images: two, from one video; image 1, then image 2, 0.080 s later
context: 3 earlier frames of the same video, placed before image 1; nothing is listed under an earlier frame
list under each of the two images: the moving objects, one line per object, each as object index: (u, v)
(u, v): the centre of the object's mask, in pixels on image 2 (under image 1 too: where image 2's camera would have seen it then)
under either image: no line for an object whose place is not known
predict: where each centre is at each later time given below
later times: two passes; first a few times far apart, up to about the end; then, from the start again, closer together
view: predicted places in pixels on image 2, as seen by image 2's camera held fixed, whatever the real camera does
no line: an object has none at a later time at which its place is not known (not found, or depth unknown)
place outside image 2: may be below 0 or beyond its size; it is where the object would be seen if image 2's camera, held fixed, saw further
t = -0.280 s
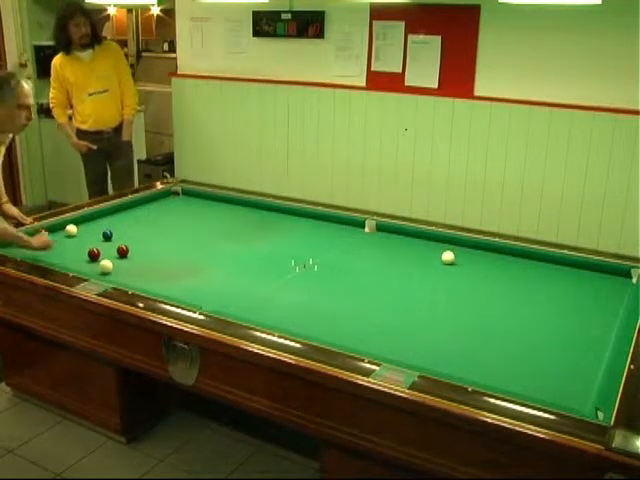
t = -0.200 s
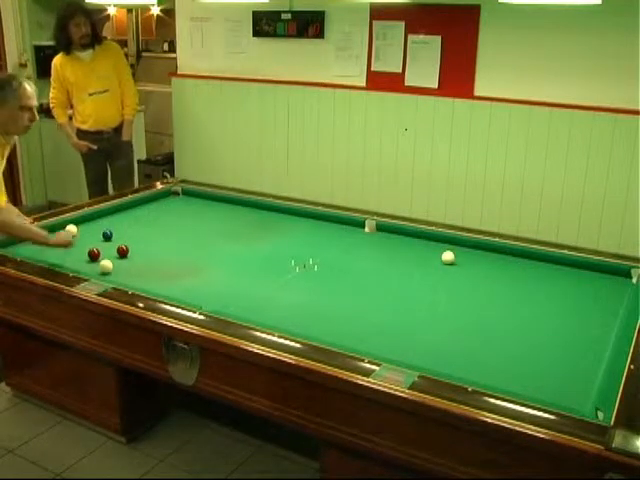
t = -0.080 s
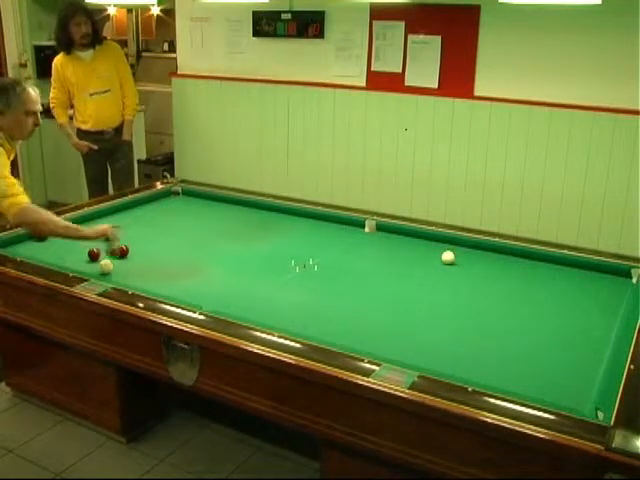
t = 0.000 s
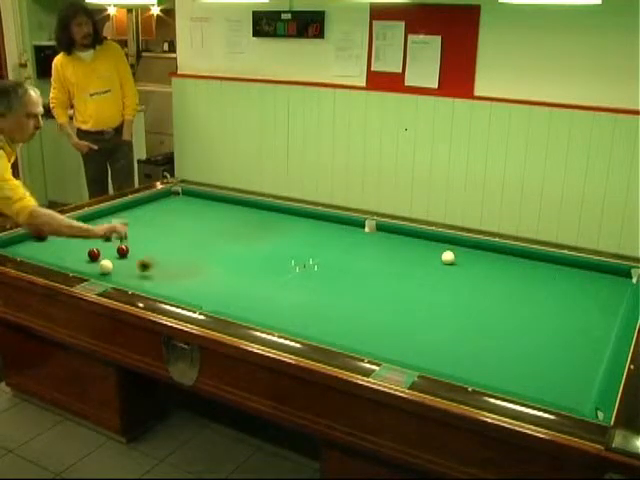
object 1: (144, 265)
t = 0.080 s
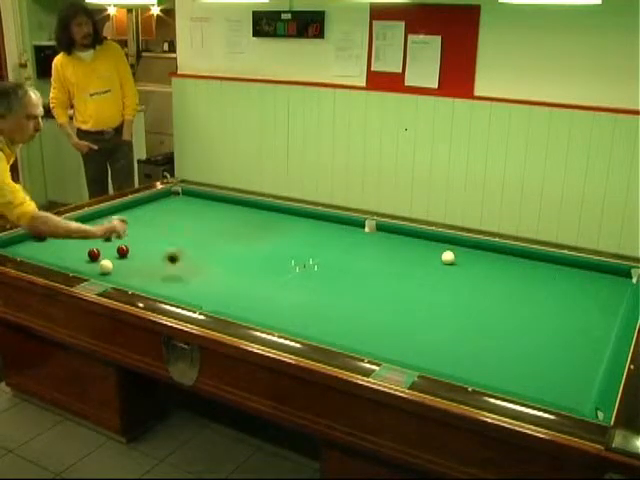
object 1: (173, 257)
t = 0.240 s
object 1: (230, 270)
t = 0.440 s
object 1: (293, 273)
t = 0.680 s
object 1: (365, 281)
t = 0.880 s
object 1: (424, 283)
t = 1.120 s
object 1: (495, 286)
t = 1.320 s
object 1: (553, 289)
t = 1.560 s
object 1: (622, 292)
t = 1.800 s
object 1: (587, 278)
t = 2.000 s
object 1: (560, 268)
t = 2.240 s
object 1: (529, 257)
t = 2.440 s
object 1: (504, 255)
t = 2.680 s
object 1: (476, 253)
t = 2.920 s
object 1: (447, 247)
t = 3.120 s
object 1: (425, 248)
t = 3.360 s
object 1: (399, 247)
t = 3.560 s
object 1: (377, 245)
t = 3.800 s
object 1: (352, 243)
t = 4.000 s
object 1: (332, 241)
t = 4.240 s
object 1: (309, 239)
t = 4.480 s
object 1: (286, 238)
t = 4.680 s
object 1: (268, 236)
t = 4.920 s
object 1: (247, 235)
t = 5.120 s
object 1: (230, 233)
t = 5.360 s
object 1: (211, 232)
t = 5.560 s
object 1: (195, 230)
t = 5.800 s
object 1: (178, 229)
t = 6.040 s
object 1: (160, 228)
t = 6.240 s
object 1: (147, 227)
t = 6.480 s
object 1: (131, 225)
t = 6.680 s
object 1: (119, 224)
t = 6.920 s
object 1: (104, 222)
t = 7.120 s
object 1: (93, 222)
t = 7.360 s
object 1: (82, 221)
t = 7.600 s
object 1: (84, 223)
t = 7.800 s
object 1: (86, 224)
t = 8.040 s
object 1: (89, 227)
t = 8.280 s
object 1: (91, 229)
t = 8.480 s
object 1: (92, 229)
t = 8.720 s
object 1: (95, 232)
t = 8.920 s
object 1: (95, 232)
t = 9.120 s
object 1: (97, 234)
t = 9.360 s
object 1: (97, 234)
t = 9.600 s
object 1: (96, 235)
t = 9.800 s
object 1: (96, 236)
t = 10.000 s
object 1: (96, 236)
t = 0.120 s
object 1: (186, 259)
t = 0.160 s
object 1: (201, 263)
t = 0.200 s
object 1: (216, 272)
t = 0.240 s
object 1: (230, 270)
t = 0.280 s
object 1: (243, 267)
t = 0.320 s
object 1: (256, 269)
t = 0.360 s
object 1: (268, 275)
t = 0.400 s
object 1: (281, 273)
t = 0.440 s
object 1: (293, 273)
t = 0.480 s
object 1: (305, 277)
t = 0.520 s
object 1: (317, 277)
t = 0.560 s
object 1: (329, 278)
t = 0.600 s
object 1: (341, 279)
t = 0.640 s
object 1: (353, 280)
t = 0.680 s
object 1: (365, 281)
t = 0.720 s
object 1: (376, 282)
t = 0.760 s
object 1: (389, 282)
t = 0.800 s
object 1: (401, 282)
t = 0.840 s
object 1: (412, 282)
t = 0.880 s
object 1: (424, 283)
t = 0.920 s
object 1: (436, 283)
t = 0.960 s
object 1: (448, 284)
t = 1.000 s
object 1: (460, 285)
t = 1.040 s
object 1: (471, 286)
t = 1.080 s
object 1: (483, 286)
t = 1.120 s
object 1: (495, 286)
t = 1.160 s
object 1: (507, 287)
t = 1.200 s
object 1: (518, 287)
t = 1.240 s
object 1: (530, 288)
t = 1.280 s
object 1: (542, 289)
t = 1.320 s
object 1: (553, 289)
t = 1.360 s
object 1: (565, 290)
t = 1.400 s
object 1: (577, 291)
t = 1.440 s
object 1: (588, 291)
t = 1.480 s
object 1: (599, 292)
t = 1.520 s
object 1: (611, 293)
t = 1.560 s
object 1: (622, 292)
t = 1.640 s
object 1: (613, 288)
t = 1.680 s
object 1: (606, 286)
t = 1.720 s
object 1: (599, 283)
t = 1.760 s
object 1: (593, 280)
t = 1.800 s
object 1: (587, 278)
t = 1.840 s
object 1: (582, 277)
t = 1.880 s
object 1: (576, 274)
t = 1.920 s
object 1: (570, 272)
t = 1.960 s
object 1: (565, 270)
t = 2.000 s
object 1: (560, 268)
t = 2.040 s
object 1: (554, 266)
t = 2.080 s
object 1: (549, 265)
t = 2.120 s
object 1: (544, 263)
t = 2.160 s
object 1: (539, 261)
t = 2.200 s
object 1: (534, 259)
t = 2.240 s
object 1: (529, 257)
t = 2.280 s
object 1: (525, 257)
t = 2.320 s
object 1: (519, 256)
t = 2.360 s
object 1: (515, 256)
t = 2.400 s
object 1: (509, 256)
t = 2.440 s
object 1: (504, 255)
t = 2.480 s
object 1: (500, 255)
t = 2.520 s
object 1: (495, 254)
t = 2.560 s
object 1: (490, 253)
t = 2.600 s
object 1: (485, 253)
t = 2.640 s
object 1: (481, 253)
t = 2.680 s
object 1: (476, 253)
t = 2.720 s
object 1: (471, 252)
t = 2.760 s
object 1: (467, 252)
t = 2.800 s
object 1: (462, 252)
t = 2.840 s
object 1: (457, 251)
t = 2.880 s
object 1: (453, 249)
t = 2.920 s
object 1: (447, 247)
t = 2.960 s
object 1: (442, 248)
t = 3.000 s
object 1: (438, 249)
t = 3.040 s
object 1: (433, 249)
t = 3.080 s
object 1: (429, 249)
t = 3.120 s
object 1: (425, 248)
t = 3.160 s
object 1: (421, 248)
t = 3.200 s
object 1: (416, 248)
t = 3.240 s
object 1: (412, 247)
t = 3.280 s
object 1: (407, 247)
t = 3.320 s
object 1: (403, 247)
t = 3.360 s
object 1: (399, 247)
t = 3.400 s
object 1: (394, 246)
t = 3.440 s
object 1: (390, 246)
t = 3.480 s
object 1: (386, 246)
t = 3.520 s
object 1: (381, 245)
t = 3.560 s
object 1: (377, 245)
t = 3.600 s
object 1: (373, 245)
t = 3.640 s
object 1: (369, 244)
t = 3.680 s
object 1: (365, 244)
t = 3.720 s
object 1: (360, 243)
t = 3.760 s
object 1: (357, 243)
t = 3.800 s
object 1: (352, 243)
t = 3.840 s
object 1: (348, 242)
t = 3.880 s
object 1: (344, 242)
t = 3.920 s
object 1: (340, 241)
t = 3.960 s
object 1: (336, 241)
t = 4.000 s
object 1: (332, 241)
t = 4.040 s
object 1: (328, 241)
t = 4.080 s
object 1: (324, 240)
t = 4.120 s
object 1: (320, 240)
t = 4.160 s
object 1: (316, 240)
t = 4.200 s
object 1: (313, 240)
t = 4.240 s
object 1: (309, 239)
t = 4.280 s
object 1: (305, 239)
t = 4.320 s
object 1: (301, 239)
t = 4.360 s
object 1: (297, 239)
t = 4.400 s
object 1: (293, 239)
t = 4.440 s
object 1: (290, 238)
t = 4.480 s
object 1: (286, 238)
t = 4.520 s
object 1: (282, 237)
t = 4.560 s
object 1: (279, 237)
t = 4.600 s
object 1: (276, 237)
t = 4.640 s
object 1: (272, 237)
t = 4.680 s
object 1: (268, 236)
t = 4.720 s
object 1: (264, 236)
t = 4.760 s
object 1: (261, 236)
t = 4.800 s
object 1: (258, 235)
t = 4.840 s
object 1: (254, 235)
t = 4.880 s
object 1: (251, 235)
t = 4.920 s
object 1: (247, 235)
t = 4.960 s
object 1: (244, 234)
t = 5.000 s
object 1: (240, 234)
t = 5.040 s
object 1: (237, 234)
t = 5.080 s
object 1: (233, 233)
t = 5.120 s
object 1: (230, 233)
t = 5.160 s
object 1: (227, 233)
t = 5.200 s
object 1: (224, 233)
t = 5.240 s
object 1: (220, 232)
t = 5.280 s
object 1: (217, 232)
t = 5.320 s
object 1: (214, 232)
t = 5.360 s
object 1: (211, 232)
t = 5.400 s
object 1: (208, 231)
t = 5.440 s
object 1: (205, 231)
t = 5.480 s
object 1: (201, 231)
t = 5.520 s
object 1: (198, 231)
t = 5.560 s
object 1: (195, 230)
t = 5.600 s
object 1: (193, 230)
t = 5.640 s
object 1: (189, 230)
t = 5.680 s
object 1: (186, 230)
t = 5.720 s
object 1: (183, 229)
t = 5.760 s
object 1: (180, 229)
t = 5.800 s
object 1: (178, 229)
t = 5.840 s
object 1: (174, 229)
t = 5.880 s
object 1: (172, 229)
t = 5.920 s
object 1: (169, 228)
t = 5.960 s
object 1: (166, 228)
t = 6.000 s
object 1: (163, 228)
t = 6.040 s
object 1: (160, 228)
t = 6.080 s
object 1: (158, 228)
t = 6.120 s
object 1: (155, 228)
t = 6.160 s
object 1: (152, 228)
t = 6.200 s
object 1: (150, 227)
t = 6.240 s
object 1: (147, 227)
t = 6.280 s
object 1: (144, 226)
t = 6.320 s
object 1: (142, 226)
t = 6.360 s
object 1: (139, 225)
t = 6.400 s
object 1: (136, 226)
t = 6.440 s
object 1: (133, 225)
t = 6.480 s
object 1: (131, 225)
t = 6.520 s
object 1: (129, 225)
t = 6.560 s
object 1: (126, 225)
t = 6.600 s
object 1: (124, 224)
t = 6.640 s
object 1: (122, 224)
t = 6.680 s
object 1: (119, 224)
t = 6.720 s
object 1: (116, 224)
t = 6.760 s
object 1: (113, 223)
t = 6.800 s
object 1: (110, 223)
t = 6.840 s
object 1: (108, 223)
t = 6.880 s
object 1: (106, 223)
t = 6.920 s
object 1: (104, 222)
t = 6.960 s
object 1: (101, 222)
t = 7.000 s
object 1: (100, 222)
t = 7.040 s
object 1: (98, 222)
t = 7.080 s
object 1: (95, 222)
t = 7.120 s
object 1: (93, 222)
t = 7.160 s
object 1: (90, 221)
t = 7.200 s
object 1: (88, 221)
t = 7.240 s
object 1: (85, 221)
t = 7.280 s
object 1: (83, 221)
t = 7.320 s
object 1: (82, 221)
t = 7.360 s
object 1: (82, 221)
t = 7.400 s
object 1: (82, 221)
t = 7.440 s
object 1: (82, 221)
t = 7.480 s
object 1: (82, 222)
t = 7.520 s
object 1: (82, 222)
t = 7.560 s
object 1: (84, 223)
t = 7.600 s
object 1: (84, 223)
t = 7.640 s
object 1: (84, 223)
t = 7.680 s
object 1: (85, 224)
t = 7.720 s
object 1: (85, 224)
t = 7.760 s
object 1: (86, 224)
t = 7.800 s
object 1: (86, 224)
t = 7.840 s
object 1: (86, 225)
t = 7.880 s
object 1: (87, 225)
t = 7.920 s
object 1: (87, 226)
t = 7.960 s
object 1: (88, 226)
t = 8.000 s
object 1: (88, 227)
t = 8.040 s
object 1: (89, 227)
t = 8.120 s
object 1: (89, 227)
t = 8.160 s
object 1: (89, 228)
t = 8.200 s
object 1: (90, 228)
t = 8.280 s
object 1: (91, 229)
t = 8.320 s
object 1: (91, 229)
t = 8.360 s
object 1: (92, 229)
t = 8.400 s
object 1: (92, 229)
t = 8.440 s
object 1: (92, 229)
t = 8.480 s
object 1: (92, 229)
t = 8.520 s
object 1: (93, 230)
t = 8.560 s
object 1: (94, 231)
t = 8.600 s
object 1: (94, 231)
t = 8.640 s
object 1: (94, 231)
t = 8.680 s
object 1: (95, 232)
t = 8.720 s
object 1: (95, 232)
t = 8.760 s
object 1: (95, 232)
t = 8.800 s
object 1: (95, 232)
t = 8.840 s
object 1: (95, 232)
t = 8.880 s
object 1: (95, 232)
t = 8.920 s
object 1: (95, 232)
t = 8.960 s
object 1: (96, 233)
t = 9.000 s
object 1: (97, 233)
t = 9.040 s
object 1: (97, 233)
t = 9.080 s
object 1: (97, 233)
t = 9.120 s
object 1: (97, 234)
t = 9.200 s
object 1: (97, 234)
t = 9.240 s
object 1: (97, 234)
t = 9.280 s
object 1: (97, 234)
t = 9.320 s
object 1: (97, 235)
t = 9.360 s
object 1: (97, 234)
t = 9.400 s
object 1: (97, 234)
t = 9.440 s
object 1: (96, 235)
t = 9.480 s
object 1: (96, 235)
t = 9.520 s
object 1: (96, 235)
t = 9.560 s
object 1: (96, 235)
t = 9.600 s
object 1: (96, 235)
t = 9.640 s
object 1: (96, 235)
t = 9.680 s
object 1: (96, 235)
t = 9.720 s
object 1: (96, 235)
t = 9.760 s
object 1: (96, 235)
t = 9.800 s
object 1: (96, 236)
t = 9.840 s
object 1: (96, 236)
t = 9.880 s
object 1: (96, 236)
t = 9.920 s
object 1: (96, 236)
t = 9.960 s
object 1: (96, 236)
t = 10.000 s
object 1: (96, 236)
